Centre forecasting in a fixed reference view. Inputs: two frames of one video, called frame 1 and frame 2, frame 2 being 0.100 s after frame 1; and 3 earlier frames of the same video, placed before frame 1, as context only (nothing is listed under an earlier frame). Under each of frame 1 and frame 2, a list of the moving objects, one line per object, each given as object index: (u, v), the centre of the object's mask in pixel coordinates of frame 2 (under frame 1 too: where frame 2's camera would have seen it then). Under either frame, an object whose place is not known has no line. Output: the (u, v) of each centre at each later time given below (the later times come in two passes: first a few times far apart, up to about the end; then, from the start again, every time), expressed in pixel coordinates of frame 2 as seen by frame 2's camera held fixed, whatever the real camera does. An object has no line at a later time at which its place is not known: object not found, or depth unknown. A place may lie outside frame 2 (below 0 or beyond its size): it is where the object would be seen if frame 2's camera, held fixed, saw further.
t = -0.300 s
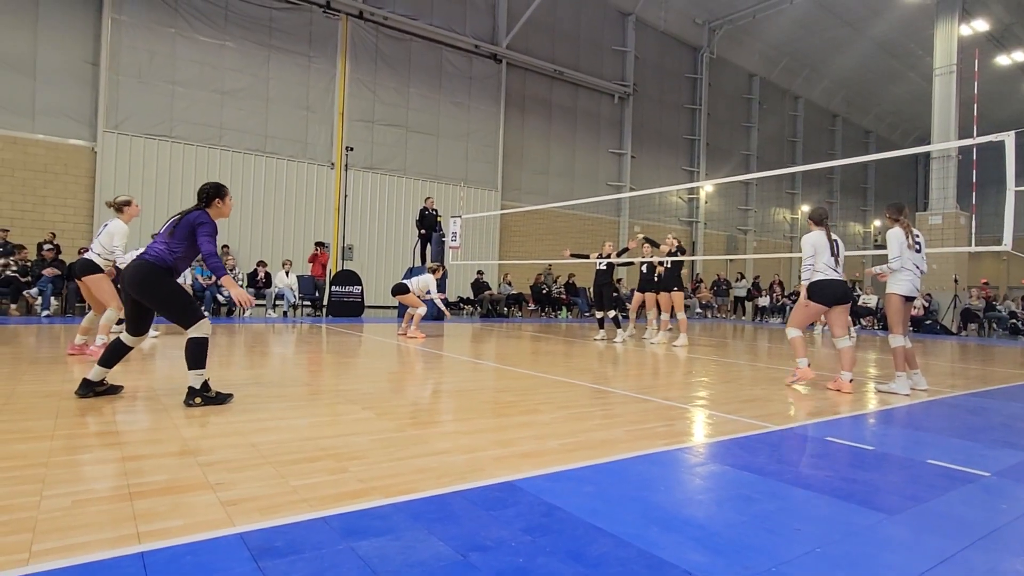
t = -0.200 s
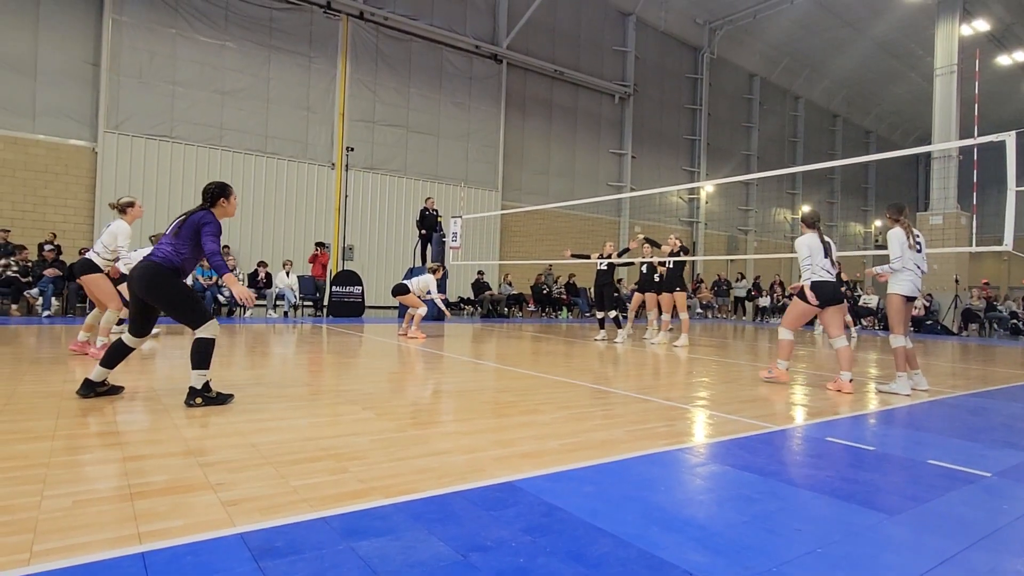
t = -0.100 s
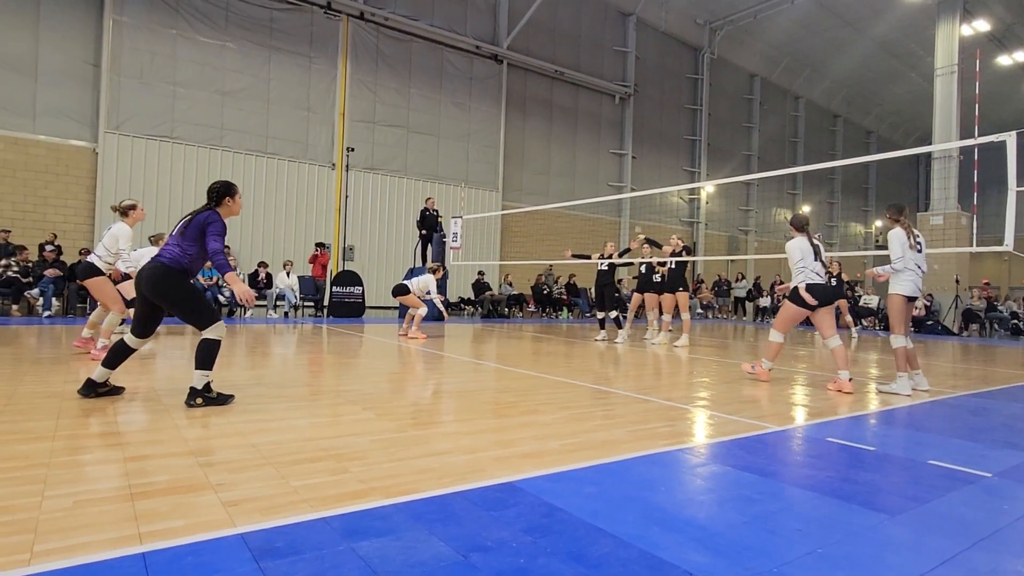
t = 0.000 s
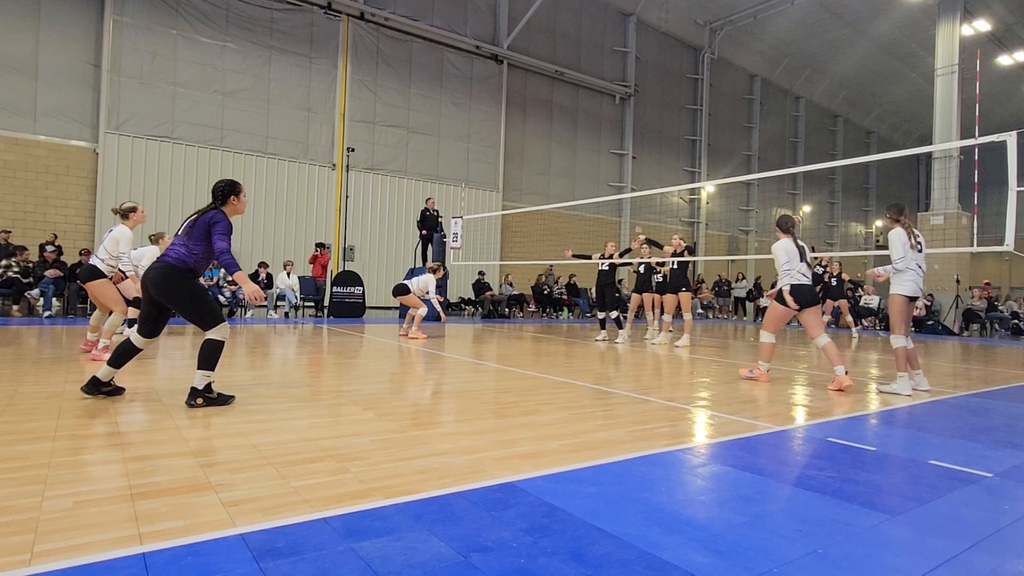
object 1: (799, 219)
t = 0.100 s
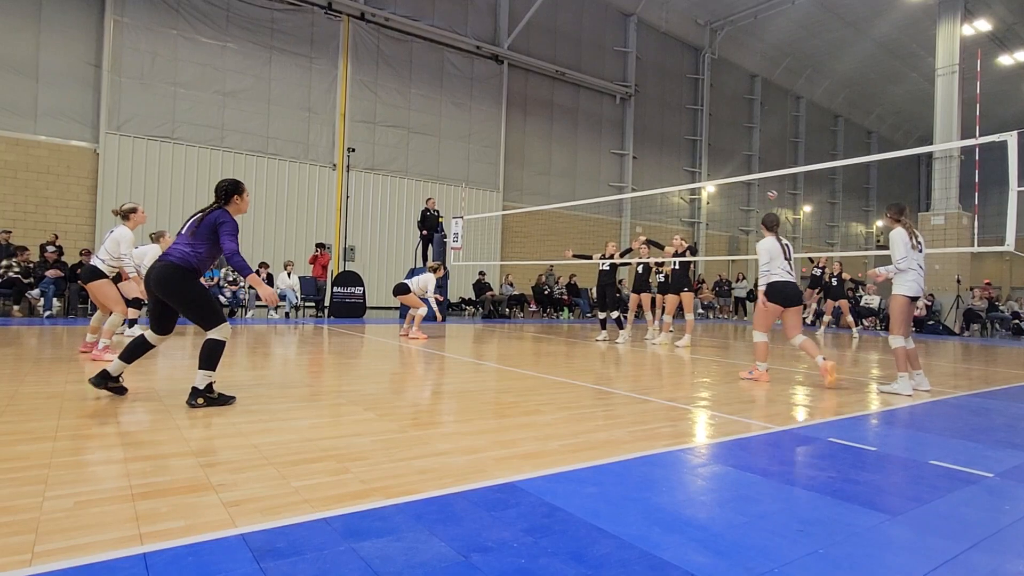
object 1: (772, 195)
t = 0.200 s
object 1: (741, 171)
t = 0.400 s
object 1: (664, 130)
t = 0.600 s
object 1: (565, 100)
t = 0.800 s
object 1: (430, 91)
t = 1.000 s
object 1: (233, 113)
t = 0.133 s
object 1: (761, 186)
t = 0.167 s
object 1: (750, 181)
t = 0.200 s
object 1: (741, 171)
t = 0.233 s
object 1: (729, 164)
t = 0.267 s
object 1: (717, 157)
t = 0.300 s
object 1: (705, 149)
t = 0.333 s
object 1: (692, 143)
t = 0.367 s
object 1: (678, 136)
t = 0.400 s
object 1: (664, 130)
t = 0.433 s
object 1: (650, 124)
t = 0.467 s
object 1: (634, 118)
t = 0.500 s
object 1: (618, 112)
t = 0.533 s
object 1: (601, 108)
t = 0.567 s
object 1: (583, 103)
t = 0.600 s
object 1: (565, 100)
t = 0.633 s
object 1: (545, 97)
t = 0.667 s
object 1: (524, 94)
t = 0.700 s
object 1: (502, 92)
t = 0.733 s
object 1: (480, 91)
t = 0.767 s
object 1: (455, 90)
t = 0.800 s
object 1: (430, 91)
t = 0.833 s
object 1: (402, 92)
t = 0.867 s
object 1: (373, 95)
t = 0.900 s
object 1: (342, 98)
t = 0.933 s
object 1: (308, 102)
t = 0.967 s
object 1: (272, 106)
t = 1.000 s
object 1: (233, 113)
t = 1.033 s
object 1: (191, 122)
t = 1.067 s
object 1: (146, 130)
